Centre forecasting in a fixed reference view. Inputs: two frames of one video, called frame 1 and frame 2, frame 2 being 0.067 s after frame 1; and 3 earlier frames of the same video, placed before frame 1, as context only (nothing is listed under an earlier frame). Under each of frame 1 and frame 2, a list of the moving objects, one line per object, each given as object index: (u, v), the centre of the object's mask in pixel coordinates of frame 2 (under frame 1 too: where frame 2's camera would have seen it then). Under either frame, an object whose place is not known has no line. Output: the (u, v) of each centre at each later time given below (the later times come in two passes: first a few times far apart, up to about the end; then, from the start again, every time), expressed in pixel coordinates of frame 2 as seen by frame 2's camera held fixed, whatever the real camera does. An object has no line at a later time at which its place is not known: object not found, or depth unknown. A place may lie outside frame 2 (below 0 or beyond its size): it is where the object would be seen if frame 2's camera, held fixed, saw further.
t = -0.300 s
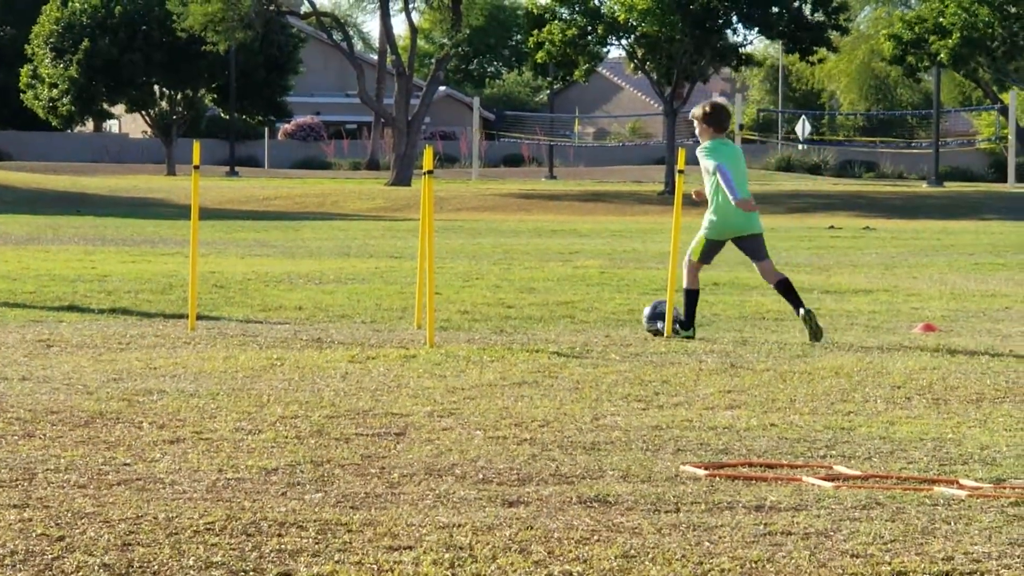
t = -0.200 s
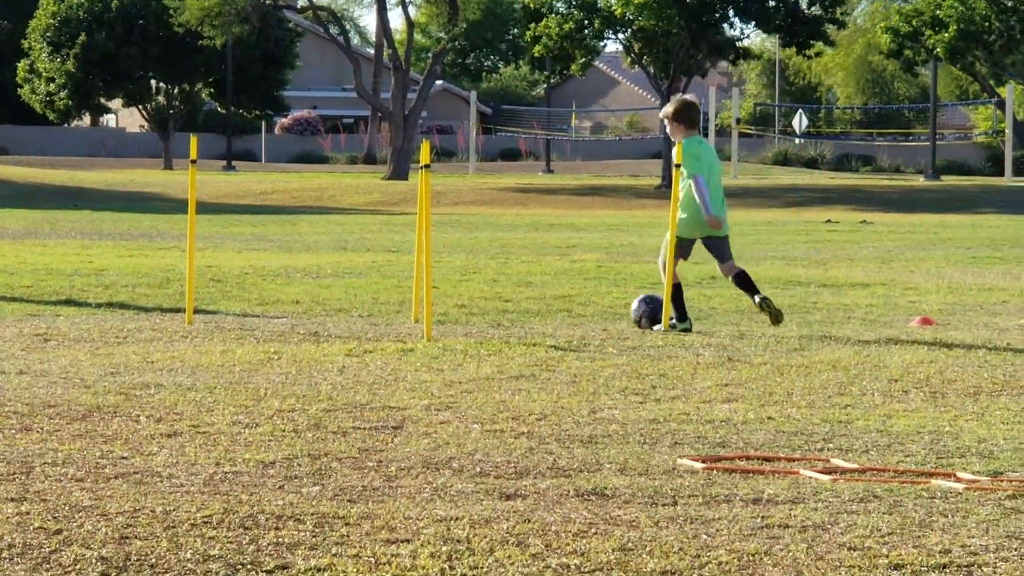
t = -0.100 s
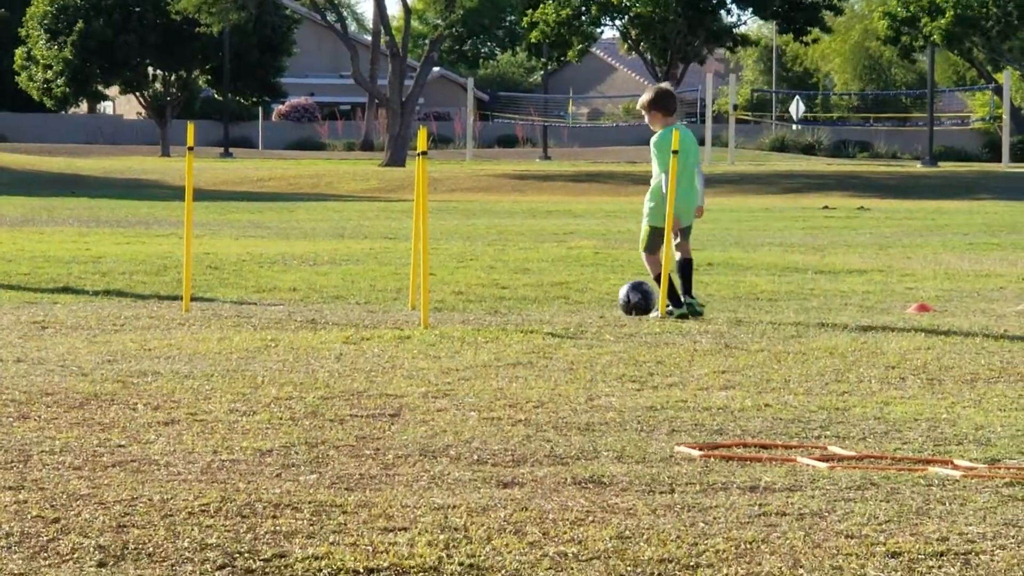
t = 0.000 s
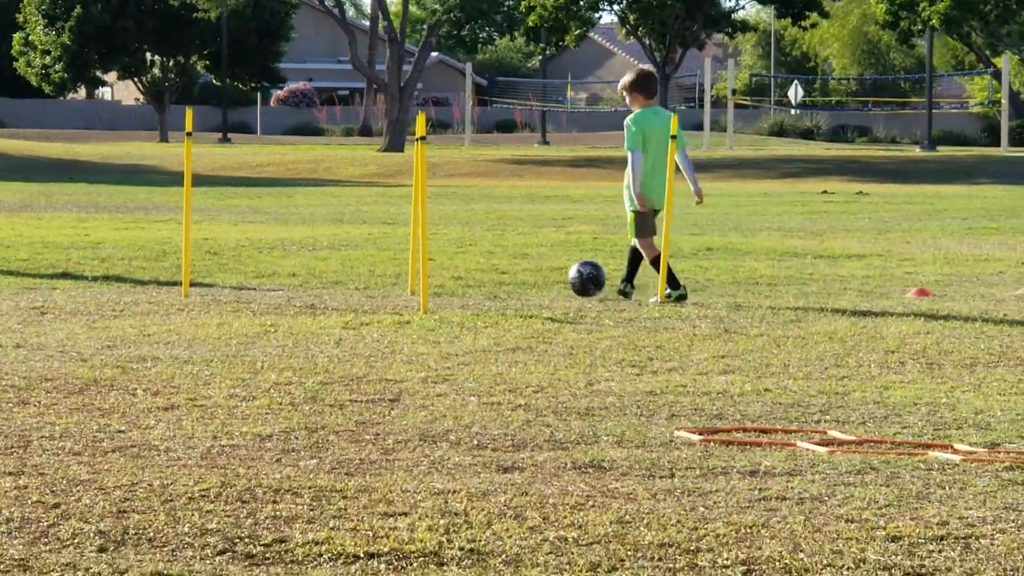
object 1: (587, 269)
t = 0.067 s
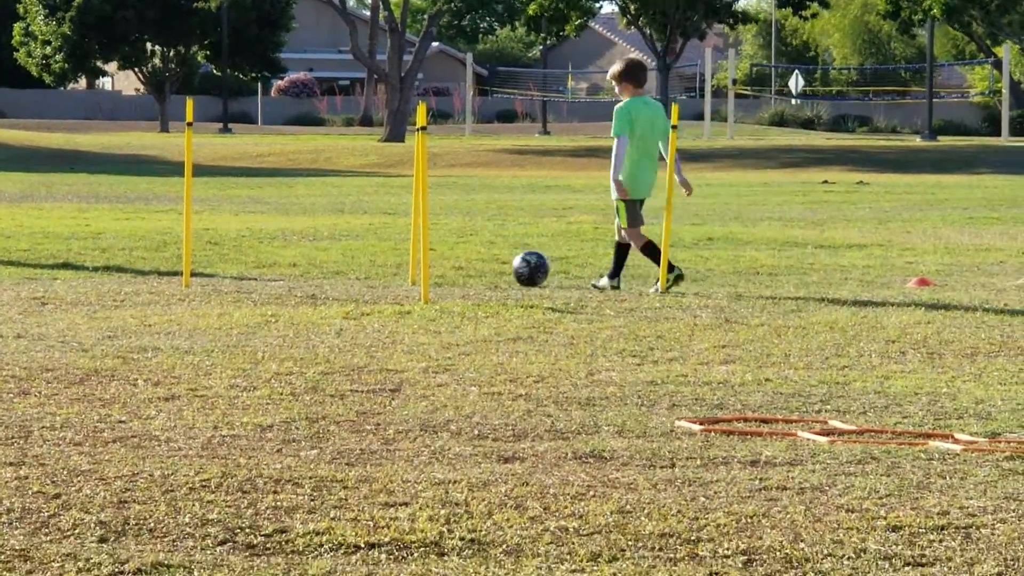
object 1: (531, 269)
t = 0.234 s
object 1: (405, 261)
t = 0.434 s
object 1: (309, 255)
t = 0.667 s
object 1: (216, 255)
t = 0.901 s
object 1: (132, 250)
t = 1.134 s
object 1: (54, 243)
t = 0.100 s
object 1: (504, 268)
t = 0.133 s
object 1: (481, 264)
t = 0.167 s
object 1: (457, 261)
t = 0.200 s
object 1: (440, 260)
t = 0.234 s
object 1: (405, 261)
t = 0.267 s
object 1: (390, 264)
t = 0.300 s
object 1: (372, 261)
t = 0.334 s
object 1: (356, 256)
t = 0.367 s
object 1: (341, 254)
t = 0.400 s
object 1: (325, 254)
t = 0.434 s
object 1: (309, 255)
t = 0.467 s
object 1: (295, 256)
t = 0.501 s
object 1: (280, 257)
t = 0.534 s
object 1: (267, 256)
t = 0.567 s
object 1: (254, 256)
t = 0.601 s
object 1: (241, 256)
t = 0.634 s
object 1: (228, 255)
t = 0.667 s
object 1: (216, 255)
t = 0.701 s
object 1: (204, 255)
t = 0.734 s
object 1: (193, 251)
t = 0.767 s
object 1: (174, 248)
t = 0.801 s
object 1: (166, 248)
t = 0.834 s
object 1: (155, 249)
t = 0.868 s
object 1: (143, 250)
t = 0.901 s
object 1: (132, 250)
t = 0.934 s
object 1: (120, 248)
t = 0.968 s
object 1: (109, 246)
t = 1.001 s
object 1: (98, 247)
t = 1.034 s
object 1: (86, 248)
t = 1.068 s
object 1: (75, 245)
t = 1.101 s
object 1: (64, 243)
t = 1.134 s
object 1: (54, 243)
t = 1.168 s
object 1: (43, 244)
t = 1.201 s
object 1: (33, 246)
